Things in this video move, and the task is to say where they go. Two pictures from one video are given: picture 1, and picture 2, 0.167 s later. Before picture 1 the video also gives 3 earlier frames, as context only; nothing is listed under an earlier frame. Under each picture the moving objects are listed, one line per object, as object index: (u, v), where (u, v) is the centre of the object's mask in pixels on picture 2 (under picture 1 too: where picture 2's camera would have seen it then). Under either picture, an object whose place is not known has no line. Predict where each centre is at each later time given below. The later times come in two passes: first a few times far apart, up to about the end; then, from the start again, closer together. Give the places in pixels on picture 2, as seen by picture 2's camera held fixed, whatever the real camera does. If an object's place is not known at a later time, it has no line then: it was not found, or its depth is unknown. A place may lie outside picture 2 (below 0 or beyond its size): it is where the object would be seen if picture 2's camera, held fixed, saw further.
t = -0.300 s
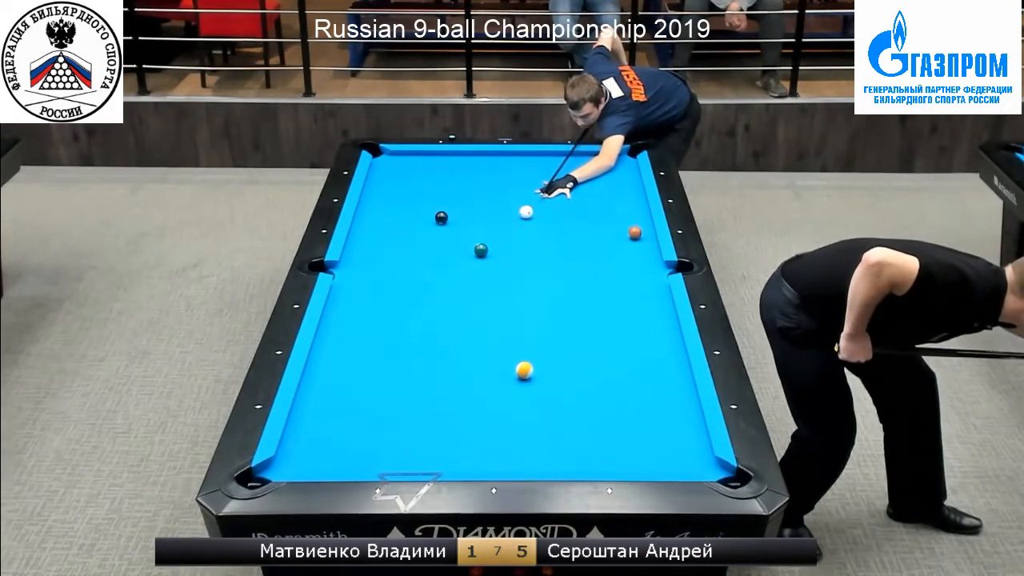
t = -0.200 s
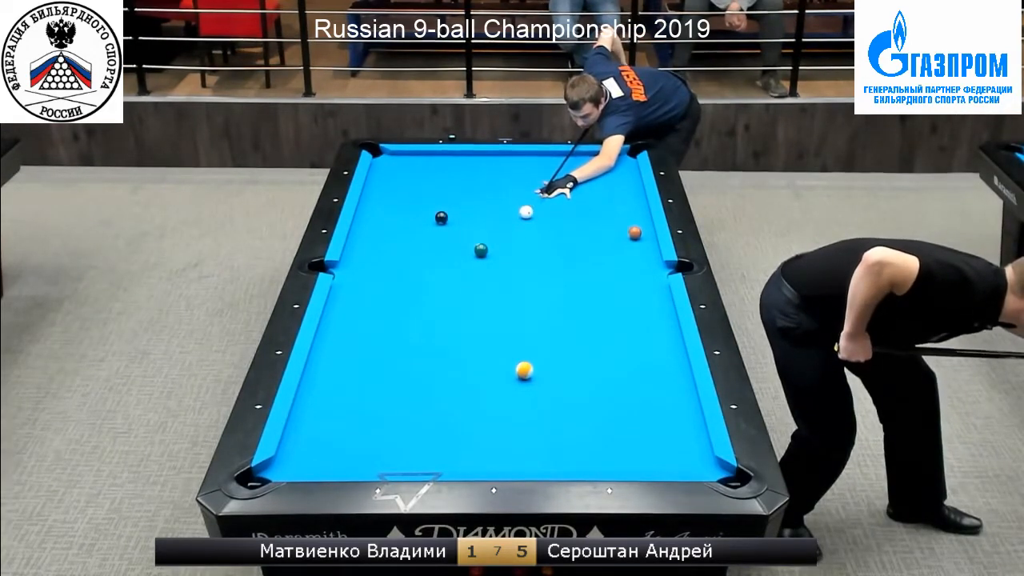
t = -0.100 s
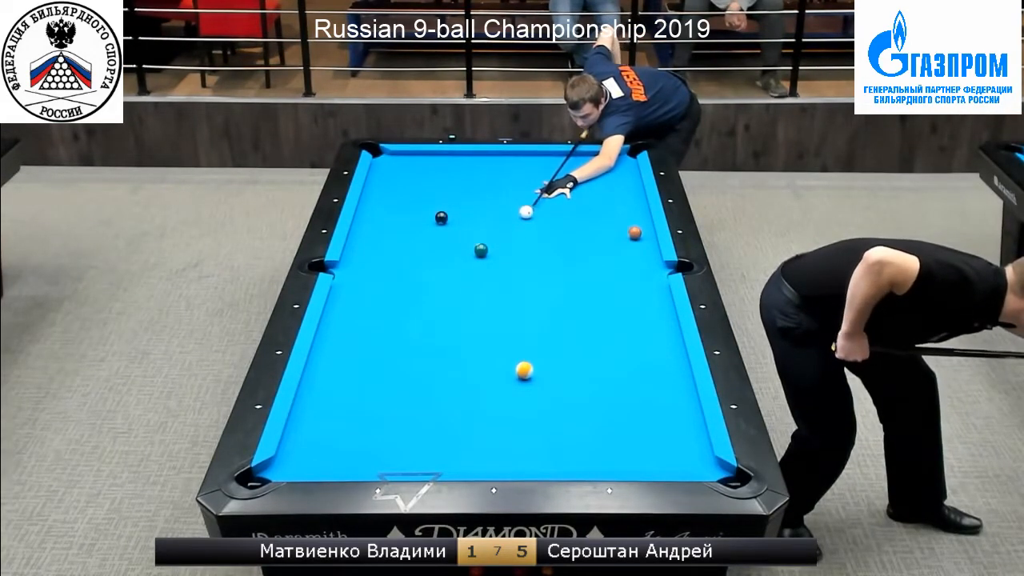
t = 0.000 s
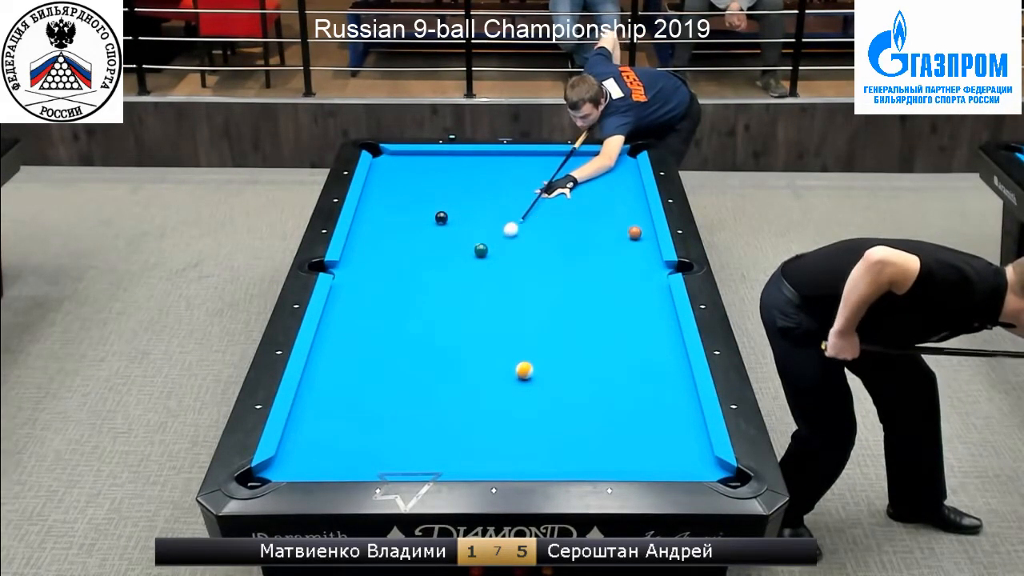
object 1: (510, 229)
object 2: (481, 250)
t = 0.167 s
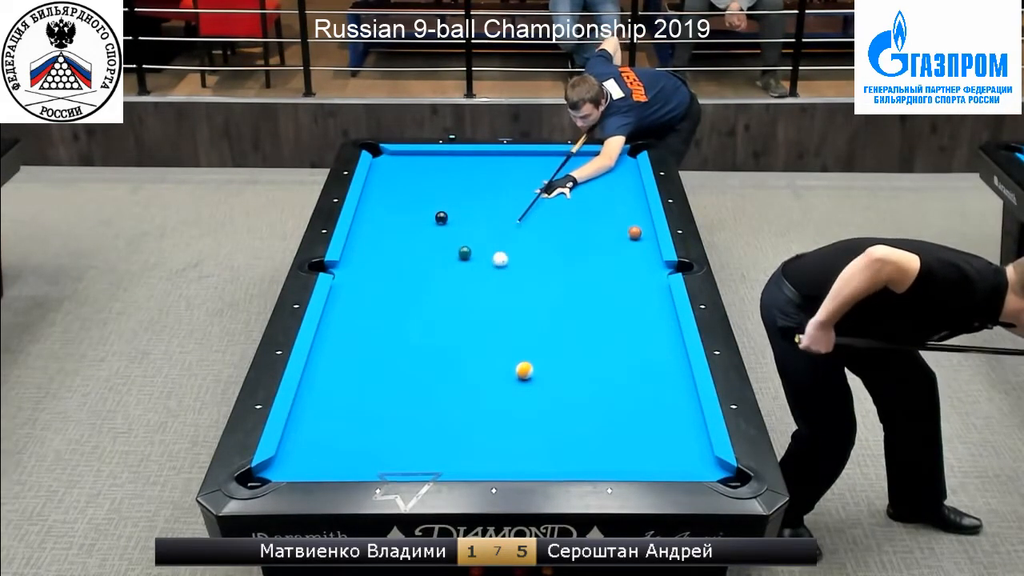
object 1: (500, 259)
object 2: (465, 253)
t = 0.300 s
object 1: (510, 277)
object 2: (439, 257)
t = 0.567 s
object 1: (530, 304)
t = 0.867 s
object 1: (555, 334)
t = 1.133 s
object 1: (578, 363)
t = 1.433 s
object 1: (606, 397)
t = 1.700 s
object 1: (633, 430)
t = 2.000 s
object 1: (665, 465)
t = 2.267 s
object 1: (679, 448)
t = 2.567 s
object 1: (693, 428)
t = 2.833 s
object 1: (687, 414)
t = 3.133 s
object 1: (676, 401)
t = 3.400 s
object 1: (667, 391)
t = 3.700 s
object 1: (658, 381)
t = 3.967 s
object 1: (651, 374)
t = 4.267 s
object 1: (646, 367)
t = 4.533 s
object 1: (642, 361)
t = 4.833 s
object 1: (639, 357)
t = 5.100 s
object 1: (636, 354)
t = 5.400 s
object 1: (634, 352)
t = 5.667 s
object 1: (632, 351)
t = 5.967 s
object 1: (633, 351)
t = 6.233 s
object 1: (633, 350)
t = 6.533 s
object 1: (633, 351)
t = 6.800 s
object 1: (633, 351)
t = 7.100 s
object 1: (633, 351)
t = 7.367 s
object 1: (633, 351)
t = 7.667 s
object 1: (633, 351)
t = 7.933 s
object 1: (633, 351)
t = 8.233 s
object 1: (633, 351)
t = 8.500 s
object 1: (633, 351)
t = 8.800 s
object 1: (633, 351)
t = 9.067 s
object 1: (633, 351)
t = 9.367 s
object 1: (633, 351)
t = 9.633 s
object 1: (633, 351)
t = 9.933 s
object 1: (633, 351)
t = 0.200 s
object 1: (502, 264)
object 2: (458, 254)
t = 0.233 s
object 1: (505, 268)
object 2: (452, 255)
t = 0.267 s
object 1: (507, 273)
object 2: (446, 256)
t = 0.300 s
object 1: (510, 277)
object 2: (439, 257)
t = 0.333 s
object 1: (512, 281)
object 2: (433, 258)
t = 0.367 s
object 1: (515, 284)
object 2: (428, 259)
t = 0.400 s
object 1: (517, 288)
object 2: (422, 260)
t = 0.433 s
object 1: (520, 291)
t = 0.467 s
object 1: (523, 294)
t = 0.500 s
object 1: (525, 297)
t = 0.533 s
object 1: (528, 301)
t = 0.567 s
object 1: (530, 304)
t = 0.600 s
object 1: (533, 307)
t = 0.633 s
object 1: (536, 310)
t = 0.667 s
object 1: (539, 314)
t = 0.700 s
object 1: (541, 317)
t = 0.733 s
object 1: (544, 321)
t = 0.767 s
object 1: (546, 324)
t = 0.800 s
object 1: (549, 327)
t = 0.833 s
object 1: (552, 331)
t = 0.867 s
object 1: (555, 334)
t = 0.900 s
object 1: (558, 338)
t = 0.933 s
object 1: (561, 341)
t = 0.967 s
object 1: (563, 345)
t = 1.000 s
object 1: (566, 348)
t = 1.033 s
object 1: (569, 352)
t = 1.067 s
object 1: (572, 356)
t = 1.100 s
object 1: (575, 359)
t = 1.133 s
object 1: (578, 363)
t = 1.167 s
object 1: (581, 367)
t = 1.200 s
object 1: (584, 370)
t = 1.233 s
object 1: (587, 374)
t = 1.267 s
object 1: (591, 378)
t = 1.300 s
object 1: (594, 382)
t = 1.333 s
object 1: (597, 386)
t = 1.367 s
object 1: (600, 390)
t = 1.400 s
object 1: (603, 394)
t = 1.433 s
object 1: (606, 397)
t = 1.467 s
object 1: (610, 401)
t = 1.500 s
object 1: (613, 405)
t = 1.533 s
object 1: (616, 409)
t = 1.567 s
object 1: (619, 413)
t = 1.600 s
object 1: (623, 417)
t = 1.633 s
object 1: (626, 422)
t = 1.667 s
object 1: (630, 426)
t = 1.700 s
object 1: (633, 430)
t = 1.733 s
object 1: (636, 434)
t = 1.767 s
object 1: (640, 438)
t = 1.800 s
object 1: (643, 443)
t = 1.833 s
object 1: (647, 447)
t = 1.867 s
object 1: (650, 451)
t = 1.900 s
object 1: (654, 455)
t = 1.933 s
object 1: (657, 460)
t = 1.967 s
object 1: (661, 462)
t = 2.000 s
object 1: (665, 465)
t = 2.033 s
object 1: (667, 463)
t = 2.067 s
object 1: (668, 461)
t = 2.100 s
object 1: (670, 460)
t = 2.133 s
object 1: (672, 457)
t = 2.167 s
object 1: (674, 455)
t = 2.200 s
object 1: (675, 452)
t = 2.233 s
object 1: (677, 450)
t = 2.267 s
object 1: (679, 448)
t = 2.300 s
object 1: (681, 445)
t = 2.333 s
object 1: (682, 443)
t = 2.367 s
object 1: (684, 440)
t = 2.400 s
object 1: (686, 438)
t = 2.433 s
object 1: (687, 436)
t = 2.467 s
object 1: (688, 434)
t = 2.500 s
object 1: (690, 432)
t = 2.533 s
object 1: (691, 430)
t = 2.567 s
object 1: (693, 428)
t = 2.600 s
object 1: (694, 426)
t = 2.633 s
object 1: (696, 424)
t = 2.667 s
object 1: (695, 422)
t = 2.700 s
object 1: (693, 420)
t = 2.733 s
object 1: (692, 419)
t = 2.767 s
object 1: (691, 417)
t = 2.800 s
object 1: (689, 416)
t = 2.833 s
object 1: (687, 414)
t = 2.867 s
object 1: (686, 413)
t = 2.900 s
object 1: (685, 411)
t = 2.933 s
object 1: (684, 410)
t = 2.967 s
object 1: (683, 408)
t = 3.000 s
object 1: (682, 406)
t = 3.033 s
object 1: (680, 405)
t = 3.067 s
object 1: (679, 404)
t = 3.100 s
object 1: (677, 402)
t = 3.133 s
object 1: (676, 401)
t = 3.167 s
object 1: (675, 400)
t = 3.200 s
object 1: (673, 398)
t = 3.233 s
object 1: (672, 397)
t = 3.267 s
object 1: (671, 395)
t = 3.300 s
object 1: (670, 394)
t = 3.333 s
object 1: (669, 393)
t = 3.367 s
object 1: (668, 392)
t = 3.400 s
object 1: (667, 391)
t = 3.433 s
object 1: (666, 390)
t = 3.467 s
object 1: (664, 389)
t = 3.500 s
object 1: (664, 387)
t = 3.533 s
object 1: (663, 386)
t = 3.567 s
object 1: (662, 385)
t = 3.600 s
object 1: (660, 384)
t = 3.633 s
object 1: (659, 383)
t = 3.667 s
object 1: (658, 382)
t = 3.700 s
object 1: (658, 381)
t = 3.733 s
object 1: (657, 380)
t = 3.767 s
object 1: (656, 379)
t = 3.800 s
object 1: (655, 378)
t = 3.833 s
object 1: (654, 377)
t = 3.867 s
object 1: (654, 377)
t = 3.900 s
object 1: (653, 375)
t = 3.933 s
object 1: (652, 375)
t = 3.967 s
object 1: (651, 374)
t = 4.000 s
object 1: (651, 373)
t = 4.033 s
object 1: (650, 372)
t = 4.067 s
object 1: (649, 371)
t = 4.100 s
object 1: (648, 371)
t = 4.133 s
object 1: (648, 370)
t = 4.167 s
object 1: (647, 369)
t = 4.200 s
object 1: (647, 368)
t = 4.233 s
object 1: (646, 368)
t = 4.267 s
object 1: (646, 367)
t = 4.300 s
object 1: (645, 366)
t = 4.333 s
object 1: (645, 365)
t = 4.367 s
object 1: (644, 364)
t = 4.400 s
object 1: (643, 364)
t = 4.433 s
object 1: (643, 363)
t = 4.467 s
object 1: (643, 363)
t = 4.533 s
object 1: (642, 361)
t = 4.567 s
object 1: (641, 361)
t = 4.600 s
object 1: (641, 360)
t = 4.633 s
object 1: (641, 360)
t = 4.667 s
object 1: (640, 359)
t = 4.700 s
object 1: (640, 359)
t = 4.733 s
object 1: (640, 358)
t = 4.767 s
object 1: (639, 358)
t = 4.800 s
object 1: (639, 357)
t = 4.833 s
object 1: (639, 357)
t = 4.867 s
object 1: (638, 356)
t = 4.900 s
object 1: (638, 356)
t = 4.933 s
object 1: (637, 356)
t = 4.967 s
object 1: (637, 355)
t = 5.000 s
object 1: (637, 355)
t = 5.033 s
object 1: (636, 355)
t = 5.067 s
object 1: (636, 354)
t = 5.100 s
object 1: (636, 354)
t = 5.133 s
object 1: (635, 354)
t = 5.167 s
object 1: (635, 353)
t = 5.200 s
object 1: (635, 353)
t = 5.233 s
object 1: (634, 353)
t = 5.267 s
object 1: (634, 352)
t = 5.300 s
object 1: (634, 352)
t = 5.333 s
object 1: (634, 352)
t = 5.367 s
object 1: (634, 352)
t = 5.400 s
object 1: (634, 352)
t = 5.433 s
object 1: (633, 352)
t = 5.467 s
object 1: (633, 351)
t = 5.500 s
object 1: (633, 351)
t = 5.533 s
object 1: (633, 351)
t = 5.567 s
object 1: (633, 351)
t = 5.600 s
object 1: (632, 351)
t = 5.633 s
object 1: (632, 351)
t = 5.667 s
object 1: (632, 351)
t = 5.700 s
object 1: (632, 351)
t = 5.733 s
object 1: (633, 351)
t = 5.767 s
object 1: (633, 351)
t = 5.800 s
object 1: (633, 351)
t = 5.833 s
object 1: (633, 351)
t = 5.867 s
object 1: (633, 351)
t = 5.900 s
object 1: (633, 351)
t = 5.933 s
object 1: (633, 351)
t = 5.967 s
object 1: (633, 351)
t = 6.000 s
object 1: (633, 351)
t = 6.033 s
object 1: (633, 351)
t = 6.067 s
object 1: (633, 351)
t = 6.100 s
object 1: (633, 351)
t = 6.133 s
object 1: (633, 351)
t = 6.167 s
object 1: (633, 350)
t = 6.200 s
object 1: (633, 350)
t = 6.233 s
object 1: (633, 350)
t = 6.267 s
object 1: (633, 351)
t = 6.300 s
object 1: (633, 351)
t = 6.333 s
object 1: (633, 351)
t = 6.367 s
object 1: (633, 351)
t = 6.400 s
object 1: (633, 351)
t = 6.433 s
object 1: (633, 351)
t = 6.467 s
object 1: (633, 351)
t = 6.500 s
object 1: (633, 351)
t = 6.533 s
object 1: (633, 351)
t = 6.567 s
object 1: (633, 351)
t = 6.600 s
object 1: (633, 351)
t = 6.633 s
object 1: (633, 351)
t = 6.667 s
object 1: (633, 351)
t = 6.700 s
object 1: (633, 351)
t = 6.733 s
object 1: (633, 351)
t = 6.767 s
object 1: (633, 351)
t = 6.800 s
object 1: (633, 351)
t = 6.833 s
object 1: (633, 351)
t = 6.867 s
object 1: (633, 351)
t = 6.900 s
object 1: (633, 351)
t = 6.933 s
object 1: (633, 351)
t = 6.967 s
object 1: (633, 351)
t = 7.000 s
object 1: (633, 351)
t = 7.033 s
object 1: (633, 351)
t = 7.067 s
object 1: (633, 351)
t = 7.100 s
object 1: (633, 351)
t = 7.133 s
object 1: (633, 351)
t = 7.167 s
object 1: (633, 351)
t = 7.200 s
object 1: (633, 351)
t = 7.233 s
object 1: (633, 351)
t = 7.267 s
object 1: (633, 351)
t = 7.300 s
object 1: (633, 351)
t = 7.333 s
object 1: (633, 351)
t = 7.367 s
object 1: (633, 351)
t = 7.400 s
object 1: (633, 351)
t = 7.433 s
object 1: (633, 351)
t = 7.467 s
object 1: (633, 351)
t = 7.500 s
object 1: (633, 351)
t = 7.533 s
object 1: (633, 351)
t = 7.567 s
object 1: (633, 351)
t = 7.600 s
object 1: (633, 351)
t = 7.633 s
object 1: (633, 351)
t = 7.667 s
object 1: (633, 351)
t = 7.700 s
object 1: (633, 351)
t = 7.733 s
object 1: (633, 351)
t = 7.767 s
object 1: (633, 351)
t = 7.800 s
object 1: (633, 351)
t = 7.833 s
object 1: (633, 351)
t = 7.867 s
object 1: (633, 351)
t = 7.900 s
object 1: (633, 351)
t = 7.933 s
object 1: (633, 351)
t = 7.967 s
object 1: (633, 351)
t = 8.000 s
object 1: (633, 351)
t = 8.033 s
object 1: (633, 351)
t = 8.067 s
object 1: (633, 351)
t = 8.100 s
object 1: (633, 351)
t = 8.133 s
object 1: (633, 351)
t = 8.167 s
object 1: (633, 351)
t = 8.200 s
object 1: (633, 351)
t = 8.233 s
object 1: (633, 351)
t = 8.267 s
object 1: (633, 351)
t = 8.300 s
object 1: (633, 351)
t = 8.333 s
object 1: (633, 351)
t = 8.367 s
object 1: (633, 351)
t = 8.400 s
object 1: (633, 351)
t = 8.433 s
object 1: (633, 351)
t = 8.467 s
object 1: (633, 351)
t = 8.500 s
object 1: (633, 351)
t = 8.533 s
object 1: (633, 351)
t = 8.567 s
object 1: (633, 351)
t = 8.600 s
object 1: (633, 351)
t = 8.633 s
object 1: (633, 351)
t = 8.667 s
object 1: (633, 351)
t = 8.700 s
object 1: (633, 351)
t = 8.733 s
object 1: (633, 351)
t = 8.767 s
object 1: (633, 351)
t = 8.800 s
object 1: (633, 351)
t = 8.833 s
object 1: (633, 351)
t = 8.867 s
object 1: (633, 351)
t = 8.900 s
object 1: (633, 351)
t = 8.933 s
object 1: (633, 351)
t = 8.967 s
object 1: (633, 351)
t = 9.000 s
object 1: (633, 351)
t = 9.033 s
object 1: (633, 351)
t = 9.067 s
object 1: (633, 351)
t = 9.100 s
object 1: (633, 351)
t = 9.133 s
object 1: (633, 351)
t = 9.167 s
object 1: (633, 351)
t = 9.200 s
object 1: (633, 351)
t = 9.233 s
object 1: (633, 351)
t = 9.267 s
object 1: (633, 351)
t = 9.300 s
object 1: (633, 351)
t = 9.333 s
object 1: (633, 351)
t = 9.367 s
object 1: (633, 351)
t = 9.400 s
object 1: (633, 351)
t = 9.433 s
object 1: (633, 351)
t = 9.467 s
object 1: (633, 351)
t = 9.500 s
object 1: (633, 351)
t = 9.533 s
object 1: (633, 351)
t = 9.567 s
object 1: (633, 351)
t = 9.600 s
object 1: (633, 351)
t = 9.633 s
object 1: (633, 351)
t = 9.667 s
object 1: (633, 351)
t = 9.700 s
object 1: (633, 351)
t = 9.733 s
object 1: (633, 351)
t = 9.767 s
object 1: (633, 351)
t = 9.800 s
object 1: (633, 351)
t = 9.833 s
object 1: (633, 351)
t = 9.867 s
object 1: (633, 351)
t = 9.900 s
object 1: (633, 351)
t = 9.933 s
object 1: (633, 351)
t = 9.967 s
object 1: (633, 351)
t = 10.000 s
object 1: (633, 351)
